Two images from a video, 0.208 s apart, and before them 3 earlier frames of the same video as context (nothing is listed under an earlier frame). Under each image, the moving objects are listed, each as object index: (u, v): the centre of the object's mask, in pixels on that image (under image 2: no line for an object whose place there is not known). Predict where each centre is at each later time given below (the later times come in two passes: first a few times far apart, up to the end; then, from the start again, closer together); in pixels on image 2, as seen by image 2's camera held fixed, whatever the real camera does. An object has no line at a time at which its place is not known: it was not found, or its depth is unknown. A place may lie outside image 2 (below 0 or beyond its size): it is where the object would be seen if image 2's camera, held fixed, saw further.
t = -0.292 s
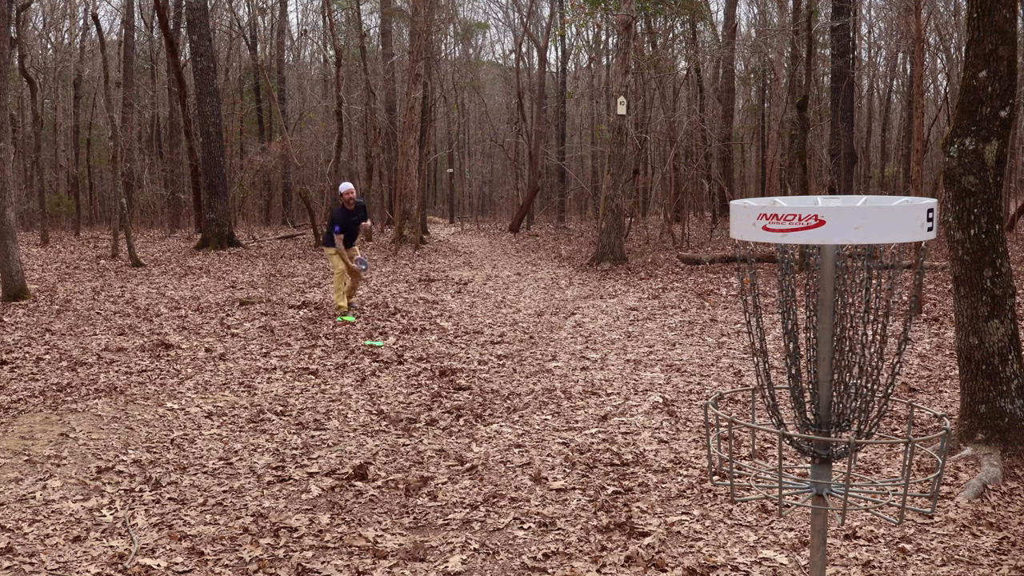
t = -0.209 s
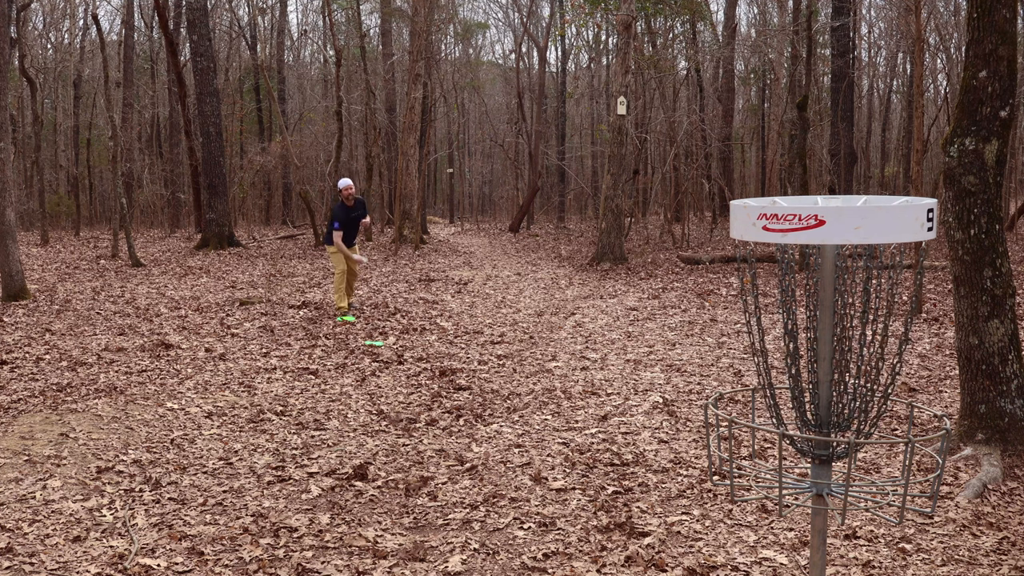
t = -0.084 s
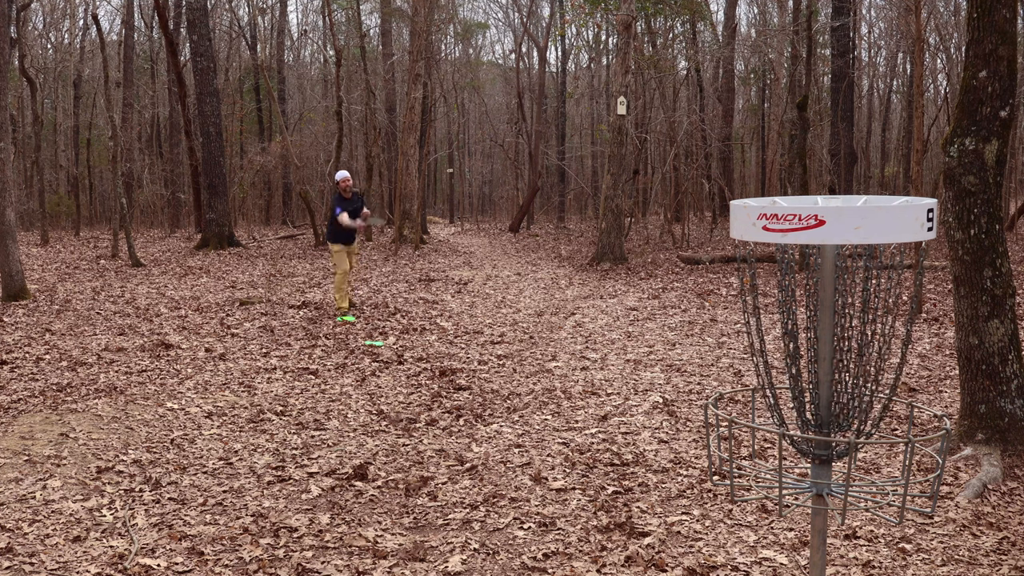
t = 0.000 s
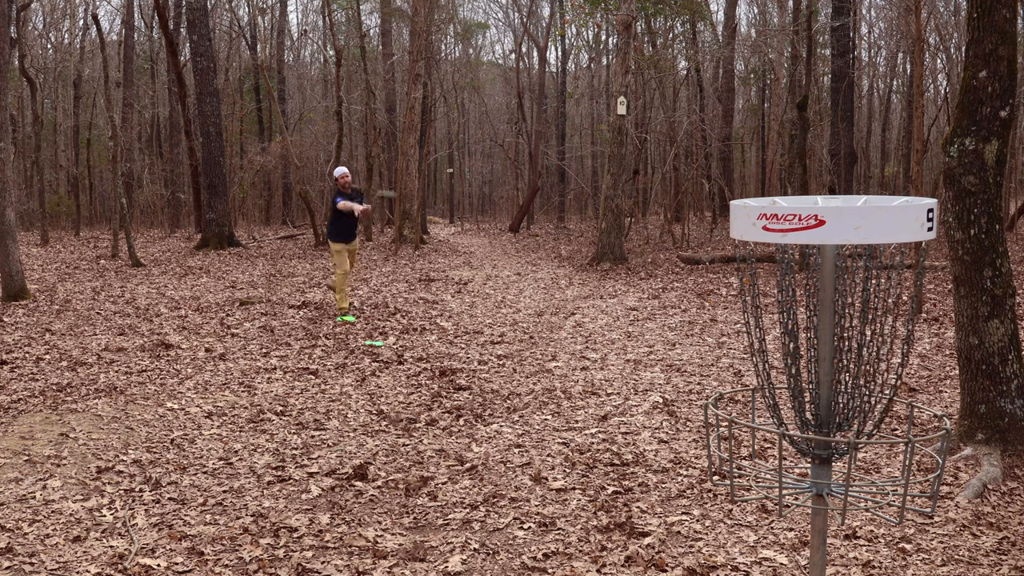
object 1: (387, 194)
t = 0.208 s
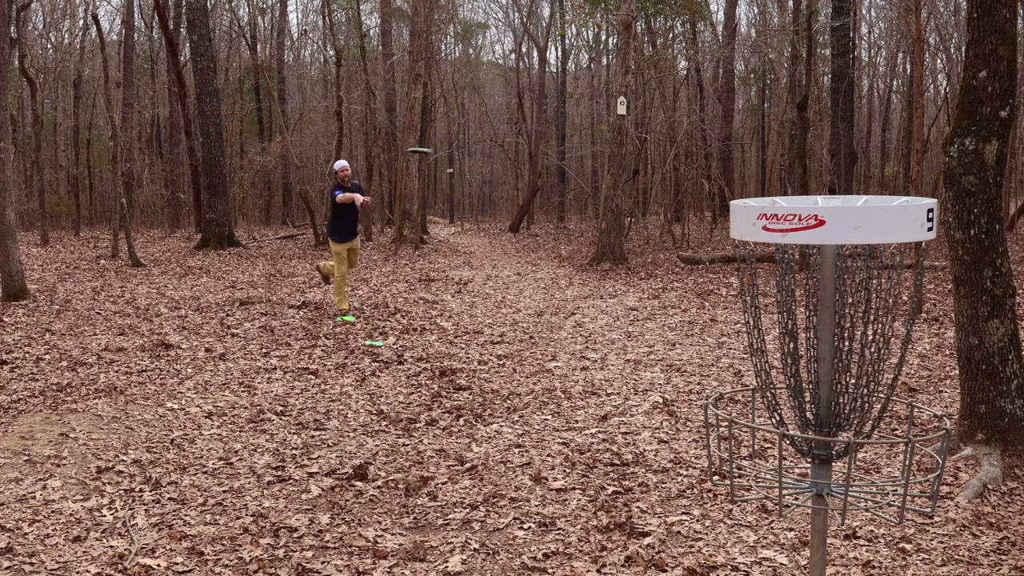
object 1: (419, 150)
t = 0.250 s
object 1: (428, 146)
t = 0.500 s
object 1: (499, 153)
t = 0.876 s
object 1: (790, 342)
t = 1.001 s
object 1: (882, 387)
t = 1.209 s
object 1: (883, 386)
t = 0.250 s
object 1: (428, 146)
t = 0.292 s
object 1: (437, 144)
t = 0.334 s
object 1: (448, 143)
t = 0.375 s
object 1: (458, 143)
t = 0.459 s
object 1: (484, 148)
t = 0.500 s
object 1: (499, 153)
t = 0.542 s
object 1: (518, 160)
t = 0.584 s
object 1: (536, 170)
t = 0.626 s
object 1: (557, 183)
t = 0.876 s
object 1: (790, 342)
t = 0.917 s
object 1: (833, 366)
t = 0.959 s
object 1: (863, 391)
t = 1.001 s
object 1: (882, 387)
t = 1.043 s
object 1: (886, 383)
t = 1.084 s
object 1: (888, 378)
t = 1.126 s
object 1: (889, 375)
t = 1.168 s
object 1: (885, 378)
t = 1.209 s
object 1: (883, 386)
